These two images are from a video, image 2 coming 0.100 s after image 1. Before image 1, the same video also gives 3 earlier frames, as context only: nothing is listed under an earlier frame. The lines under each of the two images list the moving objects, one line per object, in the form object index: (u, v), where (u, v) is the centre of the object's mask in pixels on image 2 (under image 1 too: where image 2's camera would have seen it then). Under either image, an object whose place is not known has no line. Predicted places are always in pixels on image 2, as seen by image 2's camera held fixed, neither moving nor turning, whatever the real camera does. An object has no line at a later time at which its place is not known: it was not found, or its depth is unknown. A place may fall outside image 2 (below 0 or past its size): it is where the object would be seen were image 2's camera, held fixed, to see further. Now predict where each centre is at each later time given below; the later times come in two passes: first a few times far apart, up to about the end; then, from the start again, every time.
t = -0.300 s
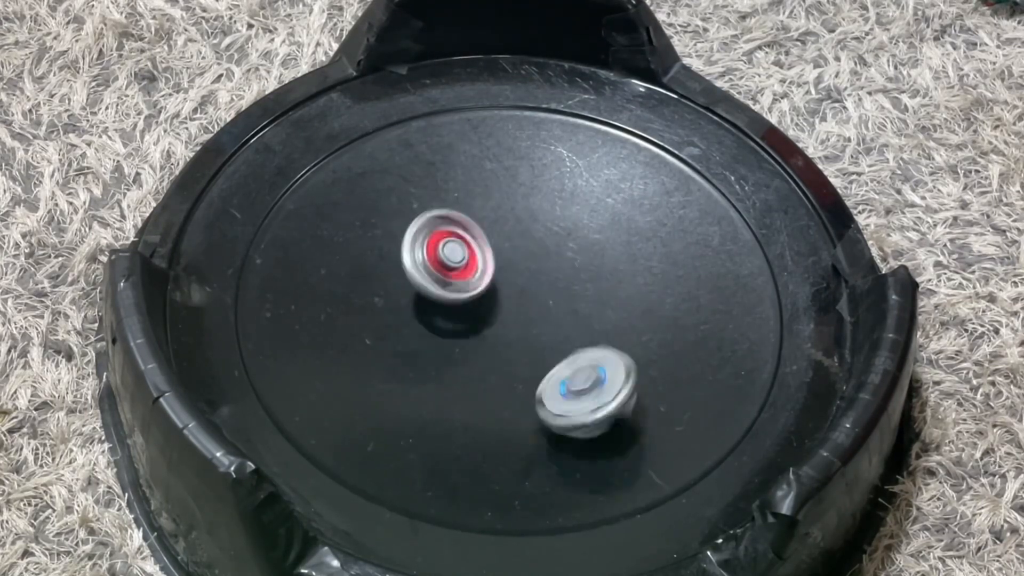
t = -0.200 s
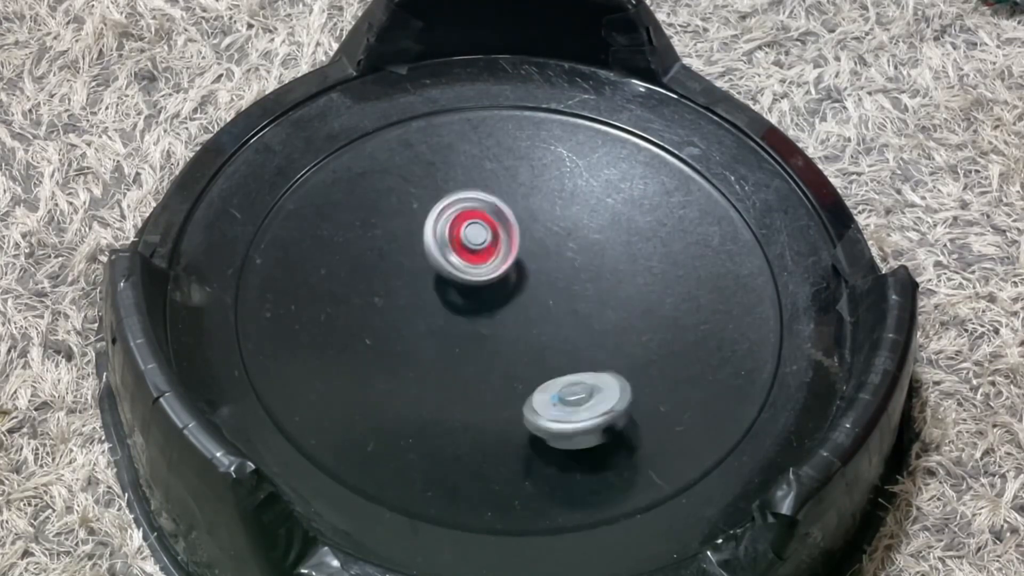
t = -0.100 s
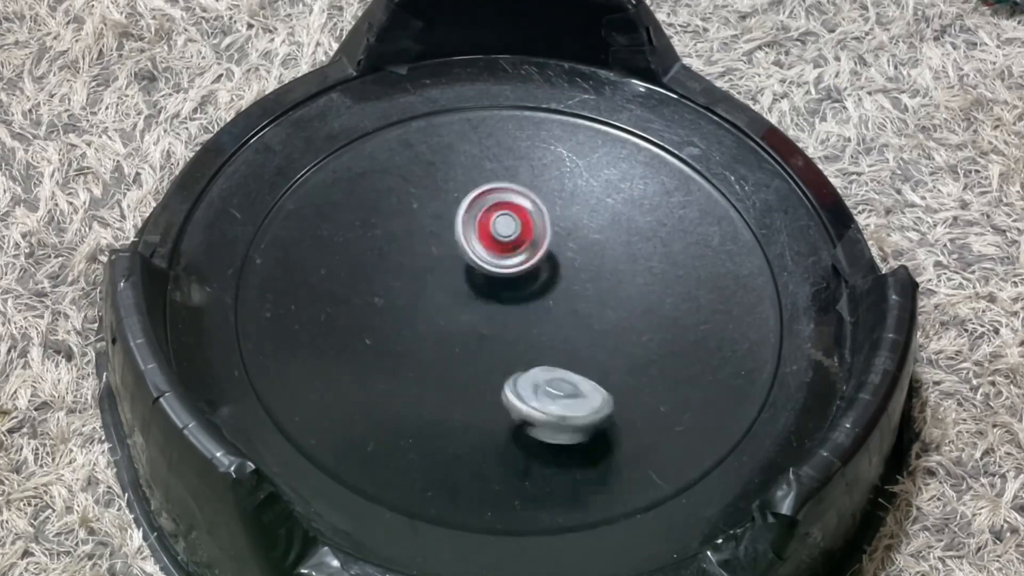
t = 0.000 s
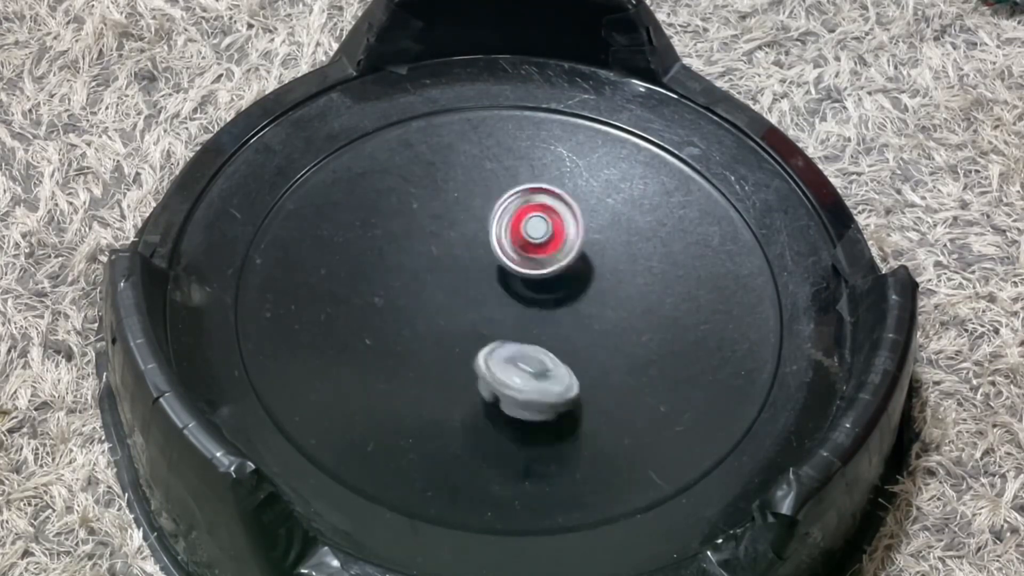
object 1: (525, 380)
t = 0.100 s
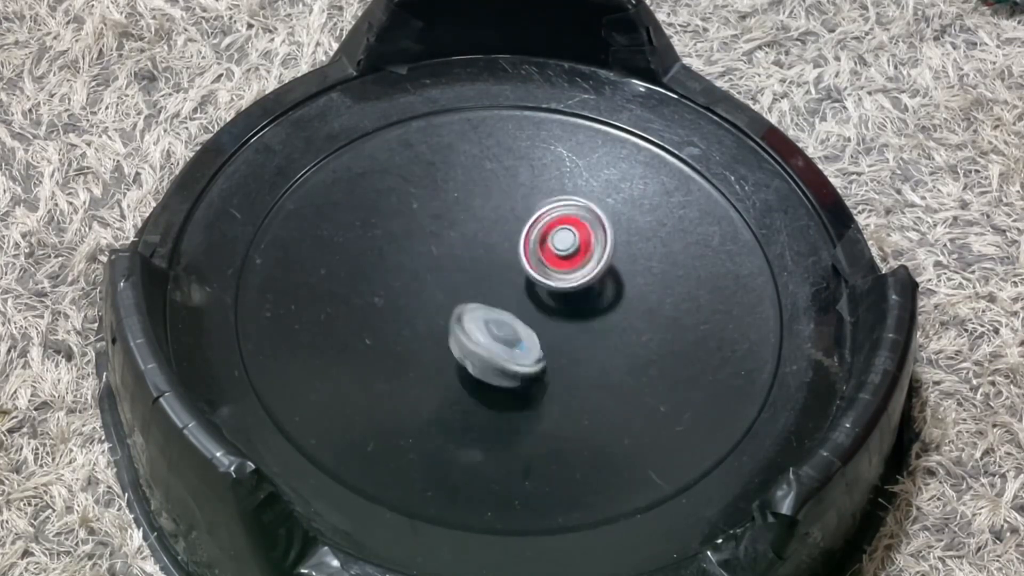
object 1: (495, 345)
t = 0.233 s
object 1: (459, 288)
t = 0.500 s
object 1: (421, 214)
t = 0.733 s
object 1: (467, 235)
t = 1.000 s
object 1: (563, 311)
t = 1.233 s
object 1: (619, 334)
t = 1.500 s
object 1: (580, 333)
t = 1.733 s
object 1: (477, 350)
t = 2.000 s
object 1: (460, 352)
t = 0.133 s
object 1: (486, 332)
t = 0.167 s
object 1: (478, 318)
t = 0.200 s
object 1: (469, 303)
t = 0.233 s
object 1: (459, 288)
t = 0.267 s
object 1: (451, 275)
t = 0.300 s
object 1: (442, 263)
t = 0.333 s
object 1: (436, 252)
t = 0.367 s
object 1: (429, 241)
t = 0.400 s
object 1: (424, 232)
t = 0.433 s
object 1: (420, 224)
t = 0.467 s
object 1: (419, 218)
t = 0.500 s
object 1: (421, 214)
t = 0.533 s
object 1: (425, 212)
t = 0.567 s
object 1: (430, 211)
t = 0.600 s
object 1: (434, 212)
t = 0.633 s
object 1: (441, 214)
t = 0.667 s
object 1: (449, 219)
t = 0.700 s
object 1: (458, 227)
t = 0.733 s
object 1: (467, 235)
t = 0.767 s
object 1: (476, 245)
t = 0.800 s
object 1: (488, 254)
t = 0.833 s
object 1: (501, 263)
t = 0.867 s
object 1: (514, 274)
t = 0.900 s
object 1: (526, 285)
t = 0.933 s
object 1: (538, 296)
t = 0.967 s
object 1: (551, 304)
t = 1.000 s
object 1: (563, 311)
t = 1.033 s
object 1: (575, 316)
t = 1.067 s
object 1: (587, 320)
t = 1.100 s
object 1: (598, 323)
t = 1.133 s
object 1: (607, 326)
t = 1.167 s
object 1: (613, 328)
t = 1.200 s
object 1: (616, 331)
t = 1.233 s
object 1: (619, 334)
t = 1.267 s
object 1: (620, 338)
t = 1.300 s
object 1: (619, 340)
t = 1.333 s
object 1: (615, 341)
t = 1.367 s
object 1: (613, 341)
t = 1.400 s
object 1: (602, 340)
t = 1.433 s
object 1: (599, 340)
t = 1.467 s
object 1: (590, 337)
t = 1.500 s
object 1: (580, 333)
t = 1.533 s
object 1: (568, 332)
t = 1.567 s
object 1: (550, 335)
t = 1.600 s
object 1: (532, 336)
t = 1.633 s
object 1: (514, 339)
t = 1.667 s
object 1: (497, 342)
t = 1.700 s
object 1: (484, 346)
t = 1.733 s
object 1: (477, 350)
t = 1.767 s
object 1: (470, 354)
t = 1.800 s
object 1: (466, 356)
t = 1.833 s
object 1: (464, 357)
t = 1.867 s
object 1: (463, 357)
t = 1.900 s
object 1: (462, 357)
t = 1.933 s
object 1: (457, 355)
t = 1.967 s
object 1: (459, 355)
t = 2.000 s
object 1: (460, 352)
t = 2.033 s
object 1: (454, 346)
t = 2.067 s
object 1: (449, 341)
